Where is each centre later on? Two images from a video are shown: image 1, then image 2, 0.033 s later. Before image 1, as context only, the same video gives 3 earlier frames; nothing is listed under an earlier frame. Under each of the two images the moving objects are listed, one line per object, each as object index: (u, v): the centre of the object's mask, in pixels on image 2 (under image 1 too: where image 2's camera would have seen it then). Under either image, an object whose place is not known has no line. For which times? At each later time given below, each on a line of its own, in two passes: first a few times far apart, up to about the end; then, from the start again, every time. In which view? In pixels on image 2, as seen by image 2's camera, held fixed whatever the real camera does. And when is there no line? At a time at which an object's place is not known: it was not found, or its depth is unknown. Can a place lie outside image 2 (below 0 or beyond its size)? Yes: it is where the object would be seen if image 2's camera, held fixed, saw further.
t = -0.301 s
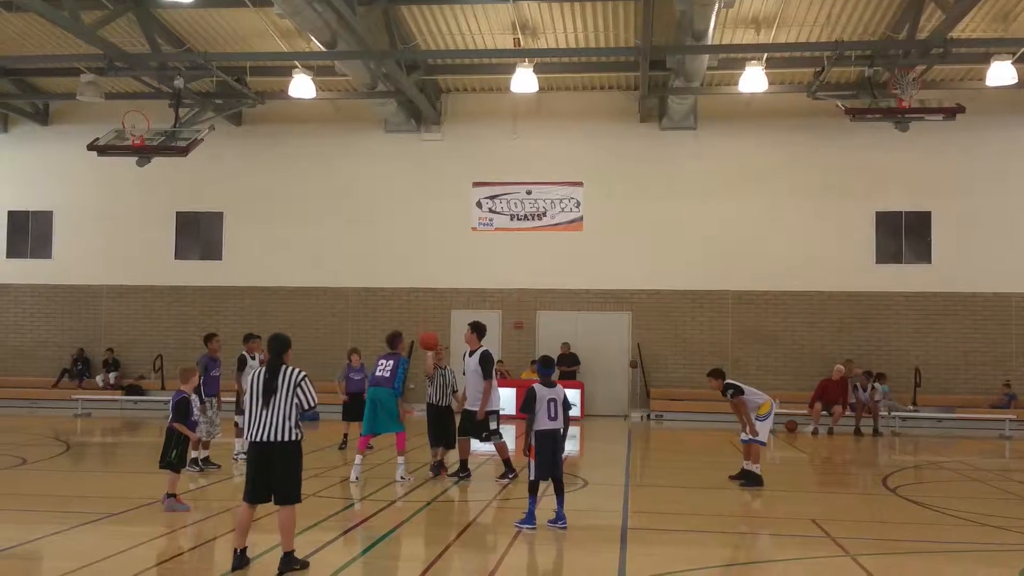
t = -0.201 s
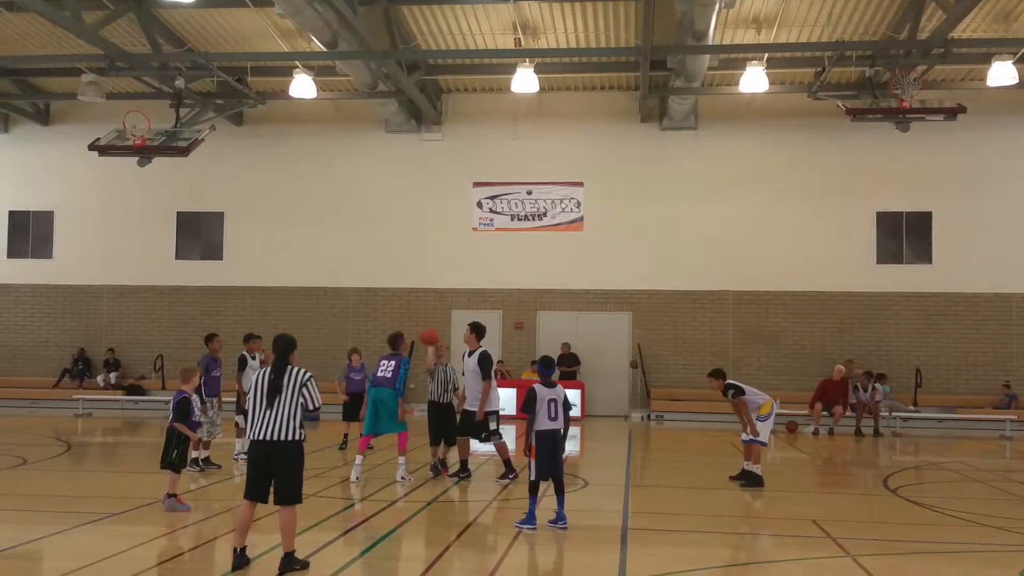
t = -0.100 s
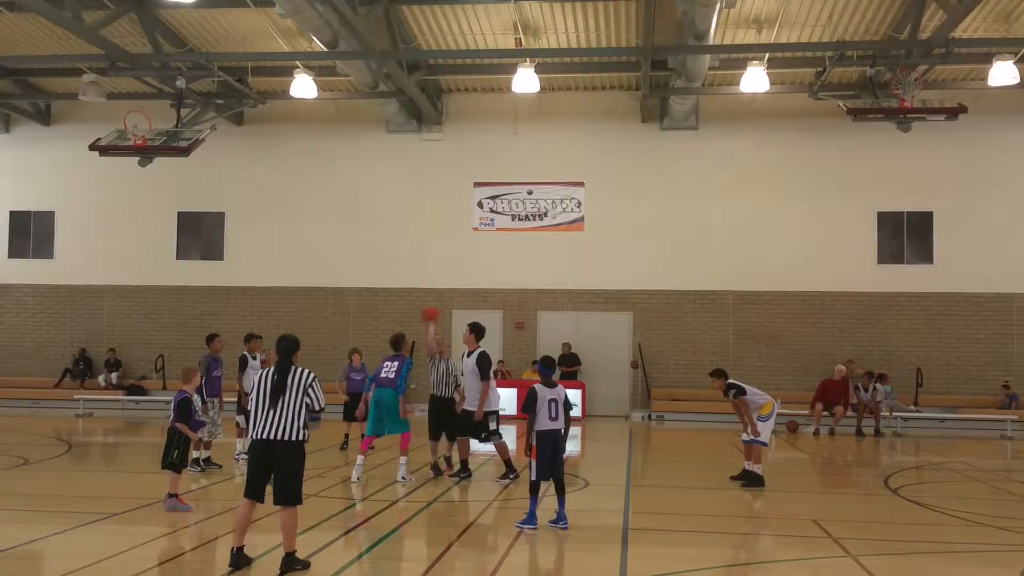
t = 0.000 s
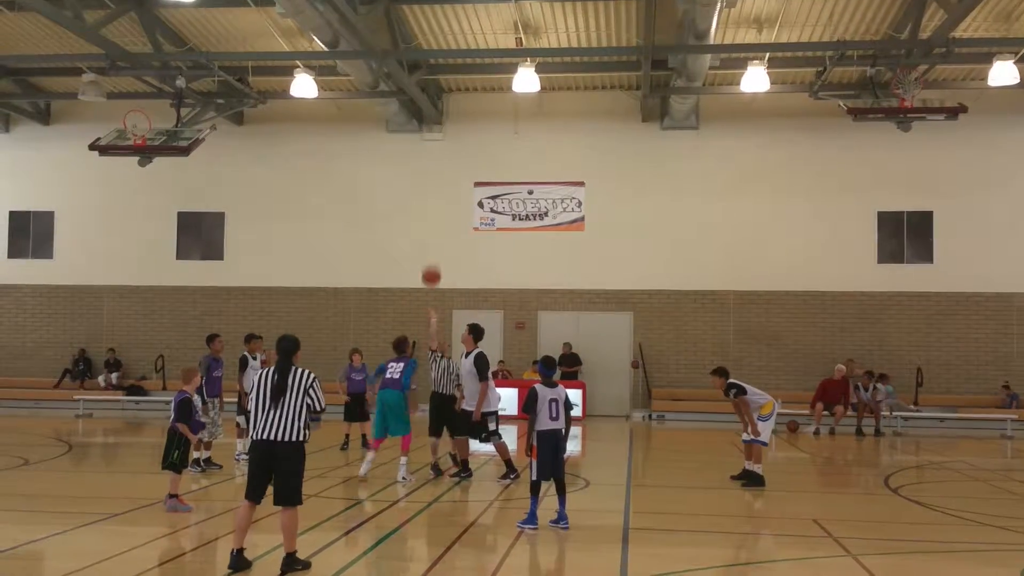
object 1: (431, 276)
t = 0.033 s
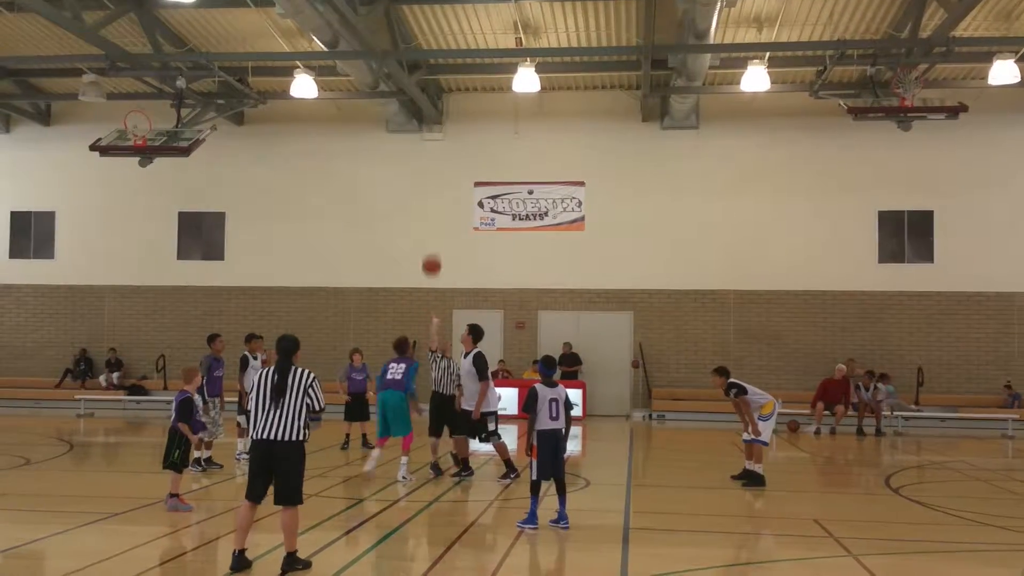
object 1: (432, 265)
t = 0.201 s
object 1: (431, 226)
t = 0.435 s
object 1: (431, 208)
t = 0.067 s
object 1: (431, 256)
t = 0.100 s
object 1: (431, 247)
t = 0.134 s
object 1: (431, 239)
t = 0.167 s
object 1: (432, 232)
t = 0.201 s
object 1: (431, 226)
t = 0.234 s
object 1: (432, 221)
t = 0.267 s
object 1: (432, 216)
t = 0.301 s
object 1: (432, 213)
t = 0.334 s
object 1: (432, 210)
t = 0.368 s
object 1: (431, 209)
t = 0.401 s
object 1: (431, 208)
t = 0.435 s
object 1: (431, 208)
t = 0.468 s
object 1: (431, 209)
